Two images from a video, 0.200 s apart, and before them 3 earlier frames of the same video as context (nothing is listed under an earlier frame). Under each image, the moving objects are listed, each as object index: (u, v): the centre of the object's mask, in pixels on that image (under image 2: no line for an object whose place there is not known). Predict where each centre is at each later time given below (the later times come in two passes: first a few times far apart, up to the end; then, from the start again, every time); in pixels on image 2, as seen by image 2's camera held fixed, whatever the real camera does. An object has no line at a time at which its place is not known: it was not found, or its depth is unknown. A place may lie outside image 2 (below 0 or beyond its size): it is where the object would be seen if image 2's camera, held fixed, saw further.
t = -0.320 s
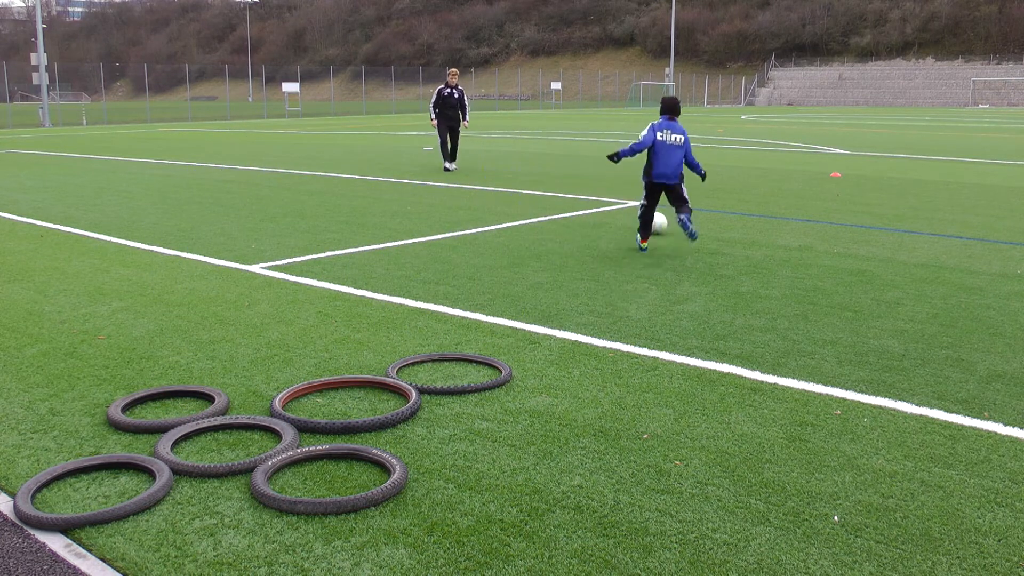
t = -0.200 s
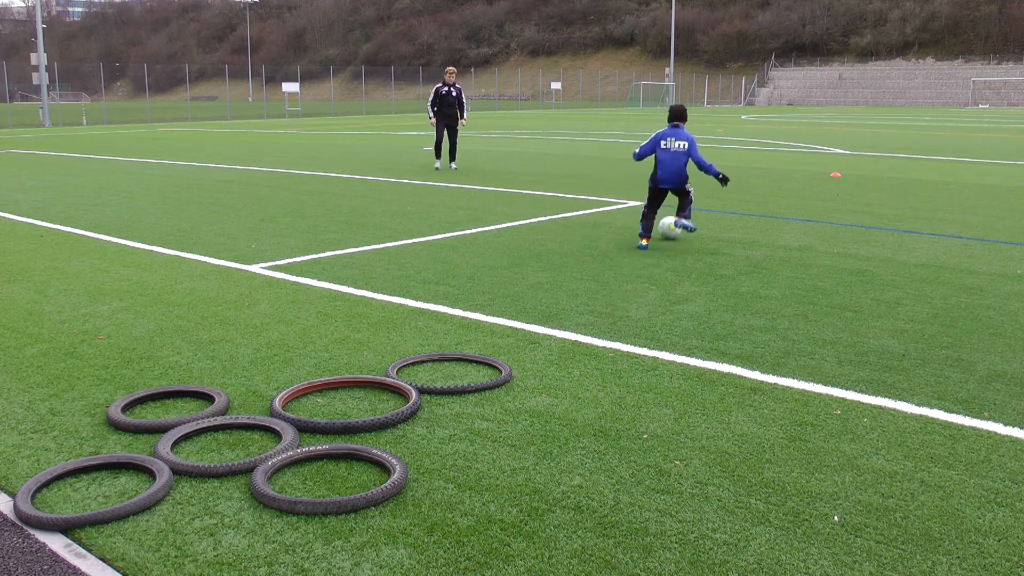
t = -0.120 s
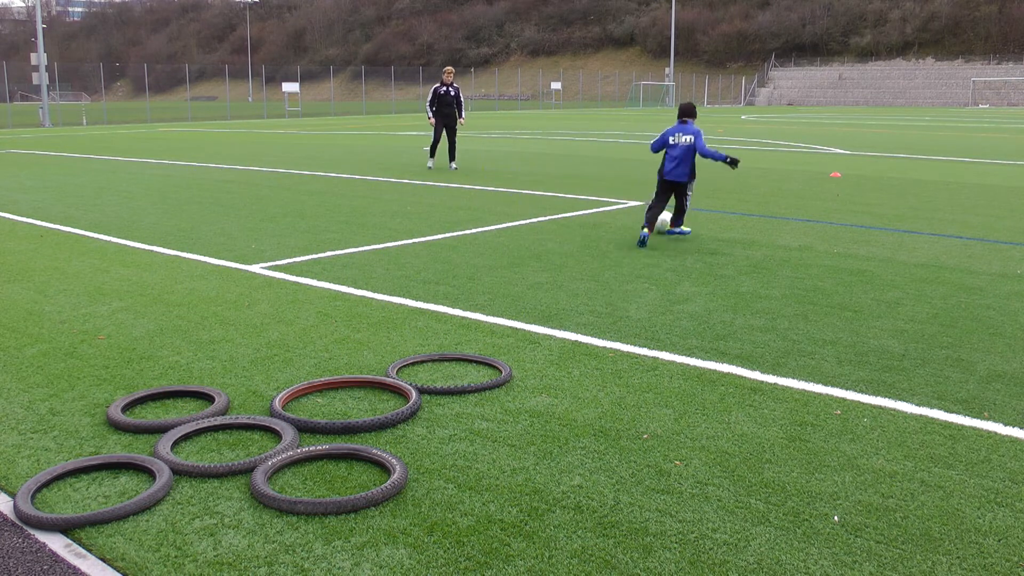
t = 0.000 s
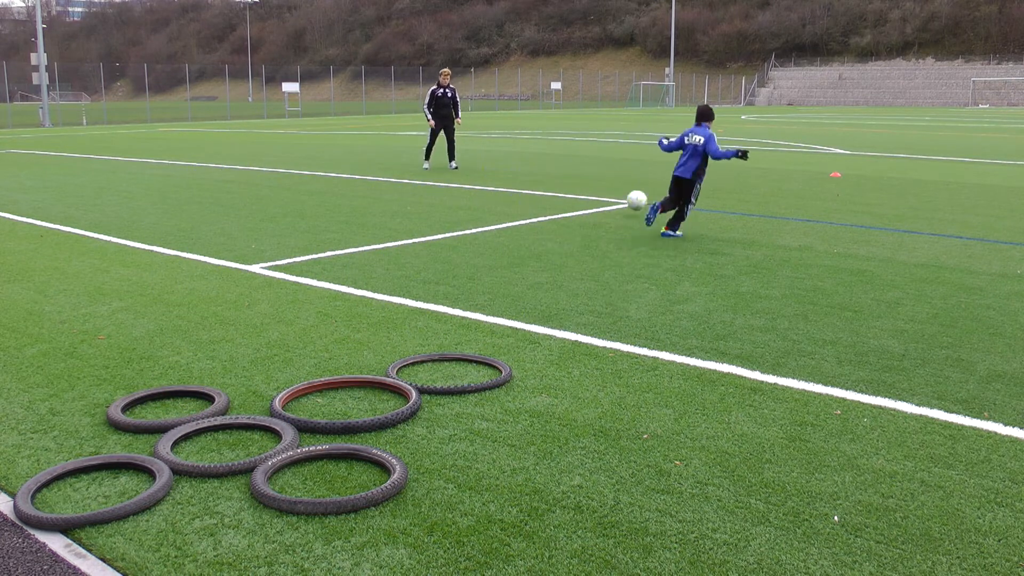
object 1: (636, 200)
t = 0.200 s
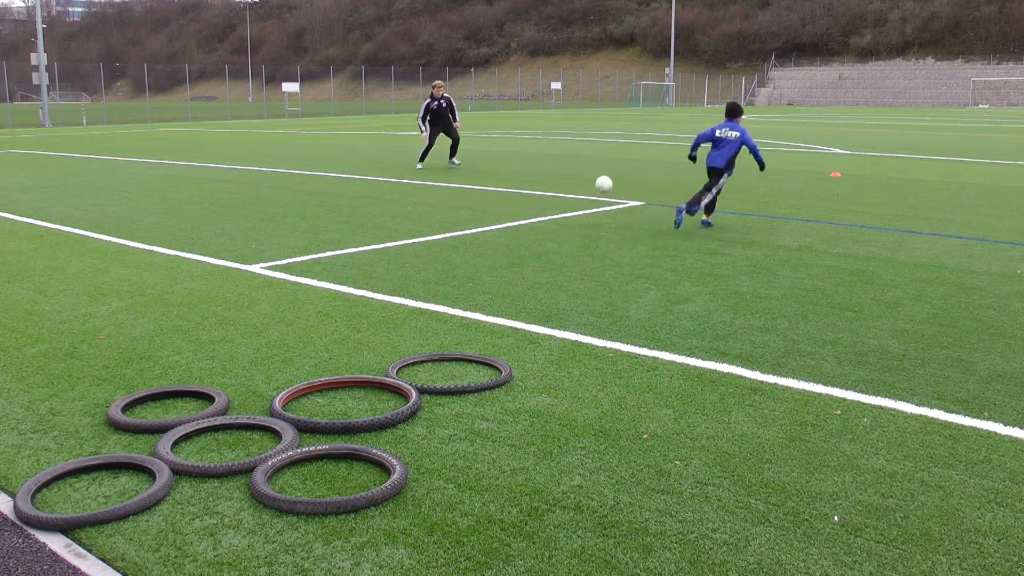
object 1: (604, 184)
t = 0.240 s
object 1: (599, 180)
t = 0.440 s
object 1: (578, 173)
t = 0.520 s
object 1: (572, 171)
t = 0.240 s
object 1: (599, 180)
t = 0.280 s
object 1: (594, 178)
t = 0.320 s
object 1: (589, 178)
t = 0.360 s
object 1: (585, 179)
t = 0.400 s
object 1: (581, 177)
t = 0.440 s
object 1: (578, 173)
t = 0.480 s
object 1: (575, 171)
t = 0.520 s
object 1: (572, 171)
